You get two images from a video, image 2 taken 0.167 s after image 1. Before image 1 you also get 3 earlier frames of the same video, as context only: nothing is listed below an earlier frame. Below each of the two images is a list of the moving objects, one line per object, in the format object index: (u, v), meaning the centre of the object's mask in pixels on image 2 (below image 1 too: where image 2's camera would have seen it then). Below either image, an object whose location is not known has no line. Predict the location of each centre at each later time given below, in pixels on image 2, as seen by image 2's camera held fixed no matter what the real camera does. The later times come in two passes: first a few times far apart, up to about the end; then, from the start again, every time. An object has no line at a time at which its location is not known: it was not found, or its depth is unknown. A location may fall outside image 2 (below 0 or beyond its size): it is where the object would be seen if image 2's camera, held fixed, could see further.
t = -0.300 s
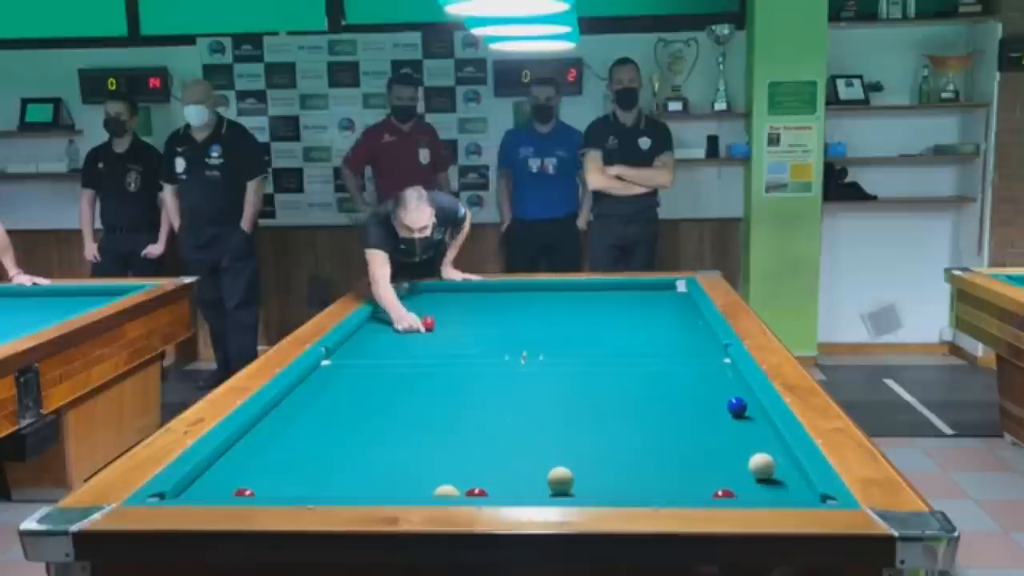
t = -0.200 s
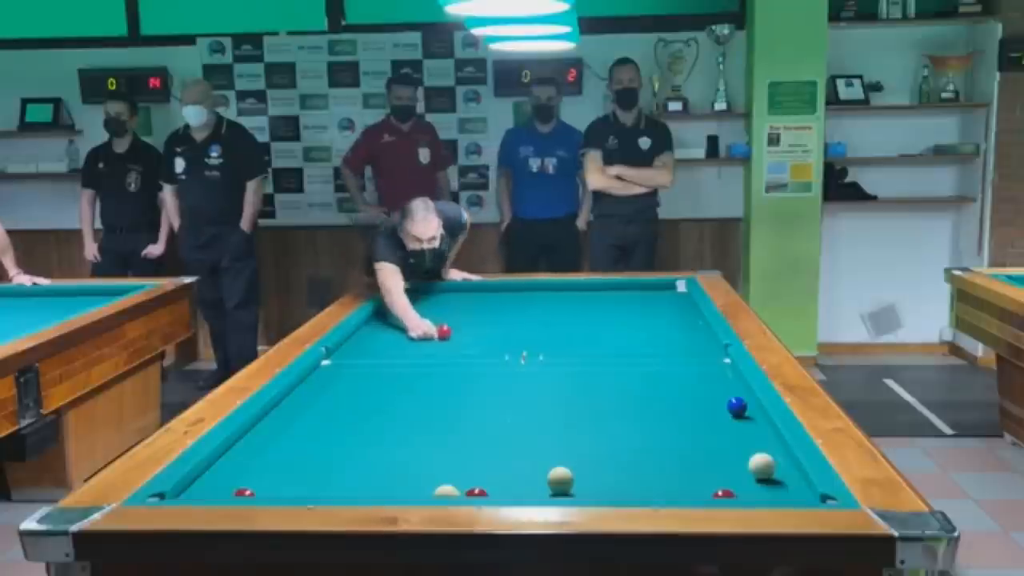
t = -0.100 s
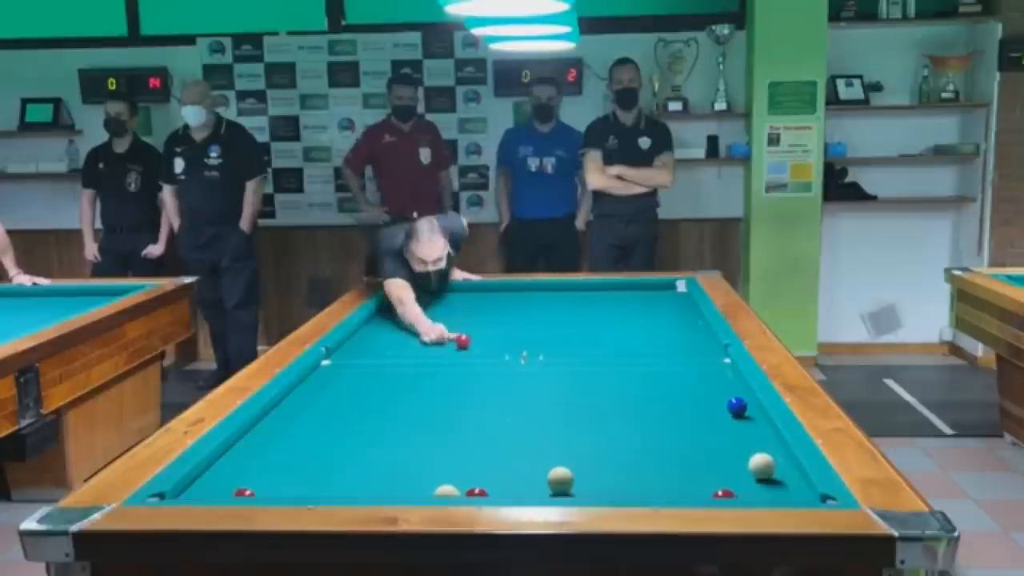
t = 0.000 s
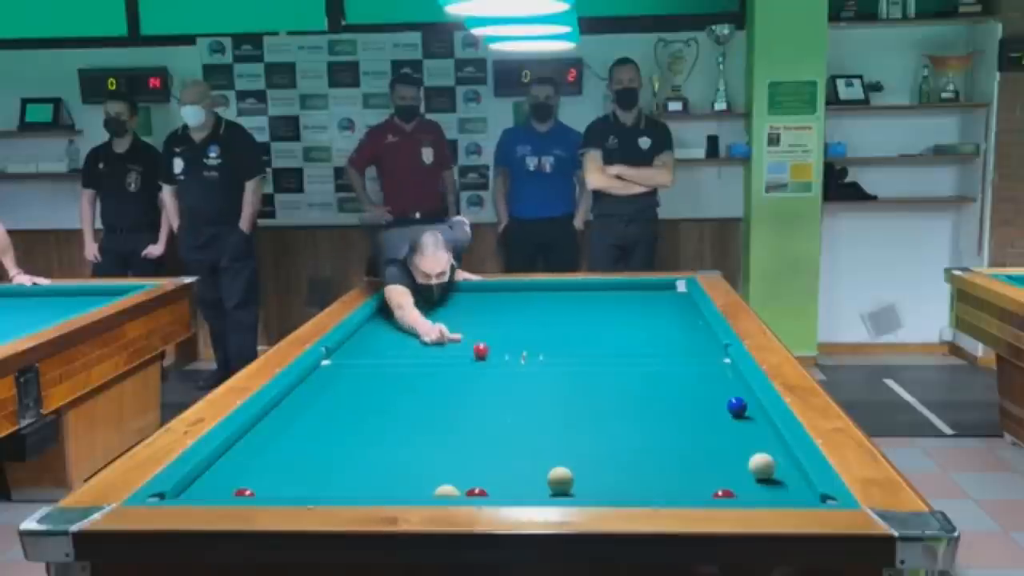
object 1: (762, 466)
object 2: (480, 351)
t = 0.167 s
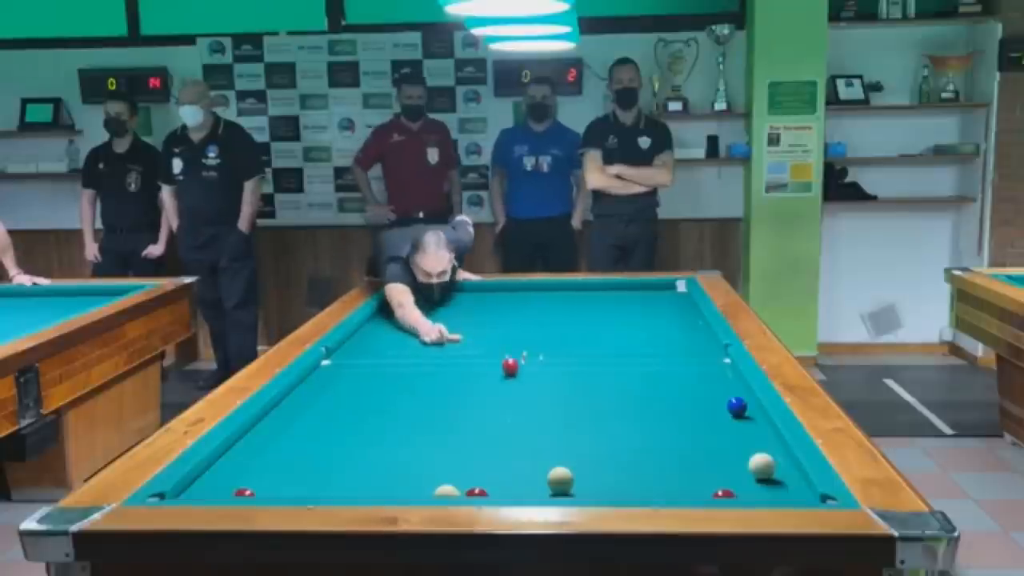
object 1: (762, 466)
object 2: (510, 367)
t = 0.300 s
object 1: (762, 466)
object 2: (536, 381)
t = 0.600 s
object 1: (761, 466)
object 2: (606, 418)
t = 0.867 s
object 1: (761, 466)
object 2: (688, 463)
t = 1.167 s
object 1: (761, 465)
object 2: (777, 486)
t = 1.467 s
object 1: (722, 458)
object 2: (761, 458)
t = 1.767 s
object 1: (674, 448)
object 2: (725, 439)
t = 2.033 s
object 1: (634, 439)
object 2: (698, 424)
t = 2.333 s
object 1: (595, 431)
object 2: (670, 409)
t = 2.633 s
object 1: (558, 423)
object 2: (647, 396)
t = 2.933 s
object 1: (525, 416)
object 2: (625, 384)
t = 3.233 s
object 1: (494, 410)
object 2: (606, 374)
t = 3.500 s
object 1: (469, 405)
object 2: (591, 367)
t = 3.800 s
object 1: (442, 400)
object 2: (576, 358)
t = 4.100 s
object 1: (418, 394)
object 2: (562, 351)
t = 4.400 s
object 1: (396, 389)
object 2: (550, 344)
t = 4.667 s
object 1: (378, 386)
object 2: (540, 339)
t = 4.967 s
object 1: (359, 382)
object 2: (530, 333)
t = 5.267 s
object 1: (342, 378)
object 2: (520, 328)
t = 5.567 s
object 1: (326, 374)
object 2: (512, 323)
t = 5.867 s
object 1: (319, 372)
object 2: (504, 318)
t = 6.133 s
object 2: (498, 315)
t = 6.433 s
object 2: (491, 311)
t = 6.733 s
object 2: (486, 308)
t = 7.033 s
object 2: (480, 305)
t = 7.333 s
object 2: (475, 303)
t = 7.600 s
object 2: (471, 300)
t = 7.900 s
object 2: (467, 298)
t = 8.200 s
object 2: (464, 295)
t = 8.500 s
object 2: (461, 294)
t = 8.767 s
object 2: (458, 292)
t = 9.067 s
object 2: (455, 291)
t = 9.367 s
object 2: (453, 289)
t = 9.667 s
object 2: (450, 288)
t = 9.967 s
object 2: (448, 288)
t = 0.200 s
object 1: (762, 466)
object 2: (516, 370)
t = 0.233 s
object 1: (762, 466)
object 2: (523, 374)
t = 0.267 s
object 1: (762, 466)
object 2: (529, 378)
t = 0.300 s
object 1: (762, 466)
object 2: (536, 381)
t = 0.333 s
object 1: (761, 466)
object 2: (543, 385)
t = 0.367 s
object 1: (762, 466)
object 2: (550, 389)
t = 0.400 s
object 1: (761, 466)
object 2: (557, 392)
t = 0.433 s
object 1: (762, 466)
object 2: (565, 396)
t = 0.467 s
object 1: (762, 466)
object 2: (572, 401)
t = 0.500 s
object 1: (761, 466)
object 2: (580, 405)
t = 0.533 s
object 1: (762, 466)
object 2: (588, 409)
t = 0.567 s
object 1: (761, 466)
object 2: (597, 414)
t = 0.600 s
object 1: (761, 466)
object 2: (606, 418)
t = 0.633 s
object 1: (761, 466)
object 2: (615, 424)
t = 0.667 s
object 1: (761, 466)
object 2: (624, 429)
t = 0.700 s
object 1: (761, 466)
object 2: (634, 435)
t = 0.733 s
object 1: (761, 466)
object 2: (644, 440)
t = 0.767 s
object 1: (762, 466)
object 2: (654, 445)
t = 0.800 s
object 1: (762, 466)
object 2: (665, 451)
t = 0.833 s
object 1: (761, 466)
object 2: (676, 457)
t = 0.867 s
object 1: (761, 466)
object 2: (688, 463)
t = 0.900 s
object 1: (761, 466)
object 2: (700, 470)
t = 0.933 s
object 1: (762, 466)
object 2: (712, 476)
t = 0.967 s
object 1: (761, 466)
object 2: (725, 480)
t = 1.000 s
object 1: (761, 466)
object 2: (740, 487)
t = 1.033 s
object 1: (761, 466)
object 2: (752, 491)
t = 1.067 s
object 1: (761, 466)
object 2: (766, 494)
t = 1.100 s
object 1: (761, 466)
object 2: (770, 492)
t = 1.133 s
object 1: (761, 466)
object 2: (774, 488)
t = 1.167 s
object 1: (761, 465)
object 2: (777, 486)
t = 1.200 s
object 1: (760, 465)
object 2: (781, 482)
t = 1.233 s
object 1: (761, 466)
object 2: (785, 476)
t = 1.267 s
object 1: (761, 466)
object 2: (788, 472)
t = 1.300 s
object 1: (754, 465)
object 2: (784, 470)
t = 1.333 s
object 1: (747, 463)
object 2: (778, 467)
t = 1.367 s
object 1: (740, 461)
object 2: (774, 465)
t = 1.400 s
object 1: (733, 460)
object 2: (770, 463)
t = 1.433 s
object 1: (728, 459)
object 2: (765, 460)
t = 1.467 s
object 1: (722, 458)
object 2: (761, 458)
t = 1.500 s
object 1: (716, 457)
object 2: (757, 456)
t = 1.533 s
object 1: (711, 455)
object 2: (752, 453)
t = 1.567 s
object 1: (705, 454)
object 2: (748, 451)
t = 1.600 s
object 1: (700, 453)
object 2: (745, 449)
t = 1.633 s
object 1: (695, 452)
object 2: (741, 447)
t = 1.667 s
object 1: (689, 451)
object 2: (737, 445)
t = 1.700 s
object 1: (684, 450)
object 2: (733, 443)
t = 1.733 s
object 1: (679, 449)
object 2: (729, 441)
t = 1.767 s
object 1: (674, 448)
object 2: (725, 439)
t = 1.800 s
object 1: (669, 446)
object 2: (722, 437)
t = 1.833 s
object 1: (664, 445)
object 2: (718, 435)
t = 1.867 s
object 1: (659, 444)
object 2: (714, 433)
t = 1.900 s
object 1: (654, 443)
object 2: (711, 432)
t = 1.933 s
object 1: (649, 442)
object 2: (708, 430)
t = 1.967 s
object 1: (644, 441)
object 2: (704, 428)
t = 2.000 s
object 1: (639, 440)
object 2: (701, 426)
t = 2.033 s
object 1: (634, 439)
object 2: (698, 424)
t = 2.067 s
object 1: (630, 438)
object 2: (695, 422)
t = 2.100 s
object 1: (625, 438)
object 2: (691, 421)
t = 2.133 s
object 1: (621, 437)
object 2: (688, 419)
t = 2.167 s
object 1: (616, 436)
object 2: (685, 417)
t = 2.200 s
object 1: (612, 435)
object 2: (682, 415)
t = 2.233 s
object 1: (608, 434)
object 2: (679, 414)
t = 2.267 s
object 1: (603, 433)
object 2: (676, 412)
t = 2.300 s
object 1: (599, 431)
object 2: (673, 411)
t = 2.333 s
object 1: (595, 431)
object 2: (670, 409)
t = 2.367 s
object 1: (590, 430)
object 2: (668, 408)
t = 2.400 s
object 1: (586, 429)
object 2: (665, 406)
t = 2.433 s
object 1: (582, 428)
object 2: (662, 405)
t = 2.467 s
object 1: (578, 428)
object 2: (660, 403)
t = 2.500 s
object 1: (574, 427)
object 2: (657, 402)
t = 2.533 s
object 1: (570, 426)
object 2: (654, 400)
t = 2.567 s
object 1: (566, 425)
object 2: (652, 399)
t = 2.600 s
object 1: (562, 424)
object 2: (649, 398)
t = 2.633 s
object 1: (558, 423)
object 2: (647, 396)
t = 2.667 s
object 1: (554, 422)
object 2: (644, 395)
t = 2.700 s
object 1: (551, 421)
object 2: (642, 394)
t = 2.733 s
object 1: (547, 421)
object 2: (639, 392)
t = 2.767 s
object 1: (543, 420)
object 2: (637, 391)
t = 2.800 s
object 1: (539, 419)
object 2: (634, 390)
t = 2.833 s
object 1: (536, 418)
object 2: (632, 388)
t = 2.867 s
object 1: (532, 417)
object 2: (630, 387)
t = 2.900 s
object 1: (528, 417)
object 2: (627, 386)
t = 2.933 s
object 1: (525, 416)
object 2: (625, 384)
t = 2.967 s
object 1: (521, 415)
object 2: (623, 383)
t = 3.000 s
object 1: (518, 415)
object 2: (621, 382)
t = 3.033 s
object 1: (514, 414)
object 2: (619, 381)
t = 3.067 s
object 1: (511, 413)
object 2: (617, 380)
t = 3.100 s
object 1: (507, 413)
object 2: (614, 379)
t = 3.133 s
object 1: (504, 412)
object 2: (612, 378)
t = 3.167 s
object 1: (500, 411)
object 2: (611, 377)
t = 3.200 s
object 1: (497, 411)
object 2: (608, 375)
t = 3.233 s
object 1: (494, 410)
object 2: (606, 374)
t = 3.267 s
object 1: (491, 409)
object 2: (604, 373)
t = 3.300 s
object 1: (488, 409)
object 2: (603, 372)
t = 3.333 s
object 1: (484, 408)
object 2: (600, 371)
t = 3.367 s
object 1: (481, 408)
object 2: (599, 370)
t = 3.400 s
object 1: (478, 407)
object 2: (597, 369)
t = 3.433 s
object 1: (475, 406)
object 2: (595, 368)
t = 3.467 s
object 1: (472, 405)
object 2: (593, 368)
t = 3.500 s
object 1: (469, 405)
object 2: (591, 367)
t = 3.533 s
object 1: (466, 404)
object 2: (589, 365)
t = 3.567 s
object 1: (463, 404)
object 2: (588, 364)
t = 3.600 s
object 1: (459, 403)
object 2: (586, 363)
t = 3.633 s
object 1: (457, 402)
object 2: (584, 363)
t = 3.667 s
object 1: (454, 402)
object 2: (582, 362)
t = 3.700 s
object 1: (451, 401)
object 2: (581, 361)
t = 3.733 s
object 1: (448, 401)
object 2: (579, 360)
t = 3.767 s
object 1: (445, 400)
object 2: (578, 359)
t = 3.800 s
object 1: (442, 400)
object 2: (576, 358)
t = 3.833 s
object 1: (440, 399)
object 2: (574, 357)
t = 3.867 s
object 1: (437, 398)
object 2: (573, 356)
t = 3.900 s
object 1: (434, 398)
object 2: (571, 356)
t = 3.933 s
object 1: (432, 397)
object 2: (570, 355)
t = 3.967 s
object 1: (429, 396)
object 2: (568, 354)
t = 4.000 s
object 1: (426, 396)
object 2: (567, 353)
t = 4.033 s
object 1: (423, 395)
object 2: (565, 352)
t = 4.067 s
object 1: (421, 395)
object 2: (564, 352)
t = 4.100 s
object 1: (418, 394)
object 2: (562, 351)
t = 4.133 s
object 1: (416, 394)
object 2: (561, 350)
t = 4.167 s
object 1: (413, 393)
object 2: (559, 349)
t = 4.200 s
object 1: (411, 393)
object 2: (558, 348)
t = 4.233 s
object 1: (408, 392)
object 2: (557, 348)
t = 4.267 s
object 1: (406, 392)
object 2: (555, 347)
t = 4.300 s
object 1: (403, 391)
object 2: (554, 346)
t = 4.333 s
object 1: (401, 391)
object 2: (552, 345)
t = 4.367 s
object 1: (398, 390)
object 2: (551, 345)
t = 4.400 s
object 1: (396, 389)
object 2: (550, 344)
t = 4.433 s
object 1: (394, 389)
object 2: (549, 343)
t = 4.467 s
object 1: (392, 389)
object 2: (547, 343)
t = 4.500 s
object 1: (389, 388)
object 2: (546, 342)
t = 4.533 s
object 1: (387, 388)
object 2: (545, 341)
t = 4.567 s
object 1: (384, 387)
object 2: (543, 340)
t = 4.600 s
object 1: (383, 387)
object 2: (542, 340)
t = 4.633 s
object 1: (380, 386)
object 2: (541, 339)
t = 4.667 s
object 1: (378, 386)
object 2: (540, 339)
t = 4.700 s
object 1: (376, 385)
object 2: (539, 338)
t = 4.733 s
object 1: (373, 385)
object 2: (537, 337)
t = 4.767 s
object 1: (371, 384)
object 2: (536, 337)
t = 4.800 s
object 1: (369, 384)
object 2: (535, 336)
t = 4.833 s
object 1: (367, 383)
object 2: (534, 335)
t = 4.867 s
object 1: (365, 383)
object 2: (533, 335)
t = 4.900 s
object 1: (363, 383)
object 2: (532, 334)
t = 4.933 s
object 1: (361, 382)
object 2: (531, 334)
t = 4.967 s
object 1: (359, 382)
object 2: (530, 333)
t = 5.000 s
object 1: (357, 382)
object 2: (529, 332)
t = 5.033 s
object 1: (355, 381)
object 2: (528, 332)
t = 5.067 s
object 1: (353, 380)
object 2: (527, 331)
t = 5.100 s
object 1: (351, 380)
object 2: (525, 331)
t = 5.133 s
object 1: (349, 379)
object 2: (524, 330)
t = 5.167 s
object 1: (347, 379)
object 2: (523, 329)
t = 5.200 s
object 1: (346, 378)
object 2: (522, 329)
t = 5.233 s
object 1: (344, 378)
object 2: (521, 328)
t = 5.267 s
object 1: (342, 378)
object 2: (520, 328)
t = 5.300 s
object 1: (340, 377)
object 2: (519, 327)
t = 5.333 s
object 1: (338, 377)
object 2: (518, 327)
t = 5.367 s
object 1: (336, 376)
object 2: (517, 326)
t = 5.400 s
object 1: (335, 376)
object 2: (516, 325)
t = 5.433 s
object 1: (333, 376)
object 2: (515, 325)
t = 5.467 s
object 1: (331, 376)
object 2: (514, 325)
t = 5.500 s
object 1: (329, 375)
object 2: (513, 324)
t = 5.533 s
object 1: (327, 375)
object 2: (513, 323)
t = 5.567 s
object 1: (326, 374)
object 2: (512, 323)
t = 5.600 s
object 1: (324, 374)
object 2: (511, 322)
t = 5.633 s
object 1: (322, 374)
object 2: (510, 322)
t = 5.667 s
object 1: (321, 373)
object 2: (509, 321)
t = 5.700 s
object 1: (319, 373)
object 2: (508, 321)
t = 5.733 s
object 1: (318, 373)
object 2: (507, 320)
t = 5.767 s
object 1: (316, 372)
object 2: (507, 320)
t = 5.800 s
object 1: (316, 372)
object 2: (505, 319)
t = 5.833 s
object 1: (317, 372)
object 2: (505, 319)
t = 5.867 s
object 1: (319, 372)
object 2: (504, 318)
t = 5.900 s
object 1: (320, 371)
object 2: (503, 318)
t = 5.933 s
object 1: (322, 371)
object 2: (502, 317)
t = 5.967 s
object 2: (501, 317)
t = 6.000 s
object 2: (501, 317)
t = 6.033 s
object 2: (500, 316)
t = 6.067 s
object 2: (499, 316)
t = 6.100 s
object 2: (498, 315)
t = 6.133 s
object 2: (498, 315)
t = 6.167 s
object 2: (497, 315)
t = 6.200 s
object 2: (496, 314)
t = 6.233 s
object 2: (496, 314)
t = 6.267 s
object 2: (495, 314)
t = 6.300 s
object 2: (494, 313)
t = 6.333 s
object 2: (493, 313)
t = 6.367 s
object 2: (493, 312)
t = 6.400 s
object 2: (492, 312)
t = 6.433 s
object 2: (491, 311)
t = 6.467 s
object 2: (491, 311)
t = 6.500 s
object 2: (490, 311)
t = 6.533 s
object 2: (489, 310)
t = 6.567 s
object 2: (489, 310)
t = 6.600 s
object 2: (488, 309)
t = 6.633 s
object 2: (487, 309)
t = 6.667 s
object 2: (487, 309)
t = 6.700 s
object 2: (486, 308)
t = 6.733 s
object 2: (486, 308)
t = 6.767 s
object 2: (485, 308)
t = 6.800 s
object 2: (484, 307)
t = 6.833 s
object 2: (484, 307)
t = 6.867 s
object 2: (483, 307)
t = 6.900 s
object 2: (483, 306)
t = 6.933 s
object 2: (482, 306)
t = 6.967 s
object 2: (481, 306)
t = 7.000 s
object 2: (481, 305)
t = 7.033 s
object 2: (480, 305)
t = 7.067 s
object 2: (479, 305)
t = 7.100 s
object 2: (479, 304)
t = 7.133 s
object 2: (478, 304)
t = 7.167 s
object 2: (478, 304)
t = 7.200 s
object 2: (477, 303)
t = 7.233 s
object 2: (477, 303)
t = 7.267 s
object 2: (477, 303)
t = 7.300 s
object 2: (476, 303)
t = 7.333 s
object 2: (475, 303)
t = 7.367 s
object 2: (475, 302)
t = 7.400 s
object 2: (475, 302)
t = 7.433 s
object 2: (474, 302)
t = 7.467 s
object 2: (473, 301)
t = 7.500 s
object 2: (473, 301)
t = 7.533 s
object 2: (472, 301)
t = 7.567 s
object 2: (472, 300)
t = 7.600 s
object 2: (471, 300)
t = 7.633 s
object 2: (471, 300)
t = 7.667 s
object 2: (471, 300)
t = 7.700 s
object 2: (470, 300)
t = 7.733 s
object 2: (470, 299)
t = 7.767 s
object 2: (469, 299)
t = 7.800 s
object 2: (469, 299)
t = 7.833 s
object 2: (468, 299)
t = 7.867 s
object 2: (468, 298)
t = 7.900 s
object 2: (467, 298)
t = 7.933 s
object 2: (467, 298)
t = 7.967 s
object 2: (467, 297)
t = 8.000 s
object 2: (466, 297)
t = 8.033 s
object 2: (466, 297)
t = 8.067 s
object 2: (466, 297)
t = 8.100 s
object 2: (465, 296)
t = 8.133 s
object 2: (464, 296)
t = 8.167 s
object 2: (464, 296)
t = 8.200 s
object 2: (464, 295)
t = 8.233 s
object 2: (463, 295)
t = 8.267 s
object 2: (463, 295)
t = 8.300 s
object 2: (463, 295)
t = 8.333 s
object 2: (462, 295)
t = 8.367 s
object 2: (462, 295)
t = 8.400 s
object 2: (461, 294)
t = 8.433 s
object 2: (461, 294)
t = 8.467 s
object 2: (461, 294)
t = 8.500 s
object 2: (461, 294)
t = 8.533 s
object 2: (460, 294)
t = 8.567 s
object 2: (460, 293)
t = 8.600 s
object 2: (460, 293)
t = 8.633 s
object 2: (459, 293)
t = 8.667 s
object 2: (459, 293)
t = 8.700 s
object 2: (458, 292)
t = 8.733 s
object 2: (458, 292)
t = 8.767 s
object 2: (458, 292)
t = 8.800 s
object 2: (457, 292)
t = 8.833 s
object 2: (457, 292)
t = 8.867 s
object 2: (457, 292)
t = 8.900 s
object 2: (457, 291)
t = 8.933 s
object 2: (456, 292)
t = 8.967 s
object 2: (456, 292)
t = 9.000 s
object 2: (455, 291)
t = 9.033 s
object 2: (455, 291)
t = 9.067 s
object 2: (455, 291)
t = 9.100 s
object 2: (455, 291)
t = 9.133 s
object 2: (454, 290)
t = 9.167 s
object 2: (454, 290)
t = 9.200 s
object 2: (454, 290)
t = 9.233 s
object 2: (454, 290)
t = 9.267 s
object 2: (454, 290)
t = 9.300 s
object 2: (453, 289)
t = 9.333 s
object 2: (453, 290)
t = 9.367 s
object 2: (453, 289)
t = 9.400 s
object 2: (453, 289)
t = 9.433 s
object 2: (452, 289)
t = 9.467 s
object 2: (452, 289)
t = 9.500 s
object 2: (452, 289)
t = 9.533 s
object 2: (452, 289)
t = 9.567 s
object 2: (451, 289)
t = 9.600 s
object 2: (451, 289)
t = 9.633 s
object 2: (451, 289)
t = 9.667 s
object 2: (450, 288)
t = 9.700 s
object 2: (450, 288)
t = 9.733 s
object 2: (450, 288)
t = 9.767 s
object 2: (450, 288)
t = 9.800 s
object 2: (449, 288)
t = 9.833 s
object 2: (449, 288)
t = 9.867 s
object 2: (449, 288)
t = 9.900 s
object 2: (449, 288)
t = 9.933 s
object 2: (448, 288)
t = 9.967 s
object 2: (448, 288)
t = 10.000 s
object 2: (448, 288)
